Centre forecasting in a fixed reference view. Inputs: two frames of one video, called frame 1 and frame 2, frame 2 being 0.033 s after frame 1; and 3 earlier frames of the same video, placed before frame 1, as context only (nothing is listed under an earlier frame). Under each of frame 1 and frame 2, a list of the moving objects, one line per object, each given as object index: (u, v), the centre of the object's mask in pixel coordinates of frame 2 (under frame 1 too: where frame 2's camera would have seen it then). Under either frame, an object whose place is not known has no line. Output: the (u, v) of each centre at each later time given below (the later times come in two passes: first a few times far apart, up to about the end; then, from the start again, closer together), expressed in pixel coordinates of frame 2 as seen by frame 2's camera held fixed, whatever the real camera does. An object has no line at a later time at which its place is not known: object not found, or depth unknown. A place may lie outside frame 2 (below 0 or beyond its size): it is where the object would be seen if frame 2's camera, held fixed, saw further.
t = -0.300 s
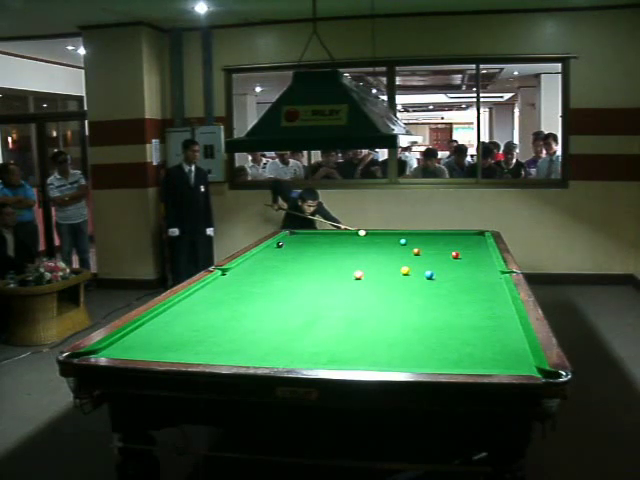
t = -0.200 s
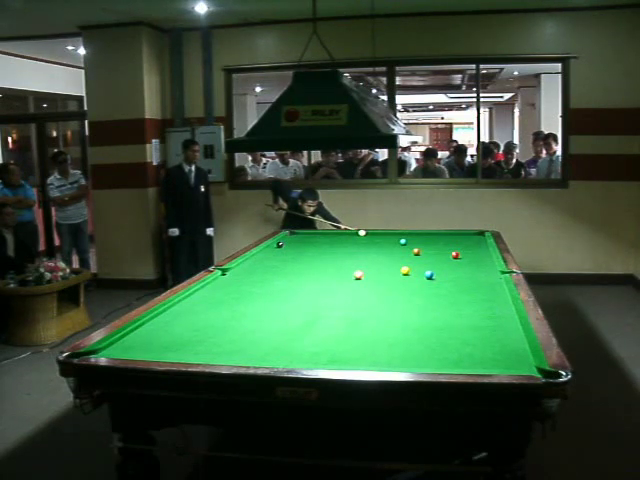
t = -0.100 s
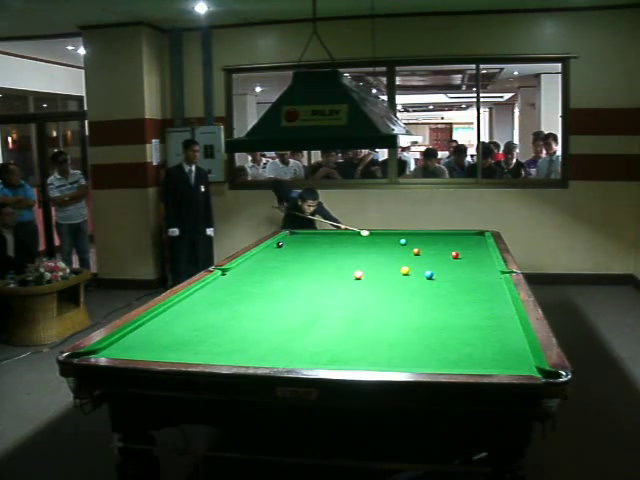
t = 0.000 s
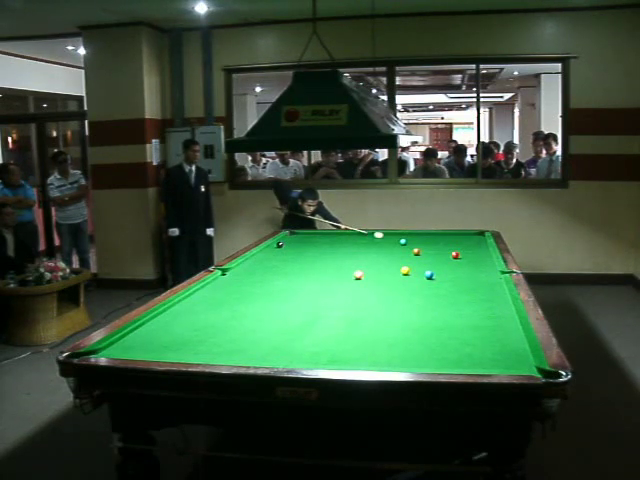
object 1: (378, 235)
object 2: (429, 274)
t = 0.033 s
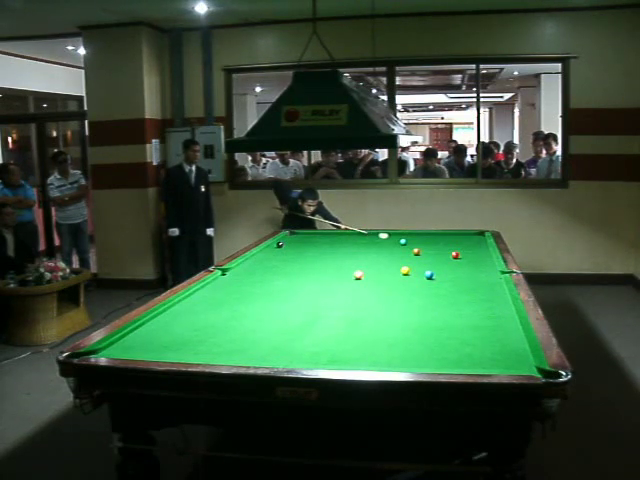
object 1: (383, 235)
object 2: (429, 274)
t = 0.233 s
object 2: (429, 274)
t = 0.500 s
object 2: (429, 274)
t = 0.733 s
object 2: (429, 274)
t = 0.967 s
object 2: (429, 274)
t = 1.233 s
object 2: (429, 274)
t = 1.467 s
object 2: (429, 274)
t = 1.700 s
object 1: (426, 270)
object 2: (429, 275)
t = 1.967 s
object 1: (408, 276)
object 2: (434, 276)
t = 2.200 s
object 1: (390, 279)
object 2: (438, 278)
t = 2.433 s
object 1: (372, 282)
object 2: (442, 279)
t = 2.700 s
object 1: (351, 285)
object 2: (446, 281)
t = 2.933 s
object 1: (333, 288)
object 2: (450, 282)
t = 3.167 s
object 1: (315, 291)
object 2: (453, 283)
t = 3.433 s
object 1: (295, 294)
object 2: (456, 283)
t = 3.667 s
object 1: (278, 297)
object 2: (458, 284)
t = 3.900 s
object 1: (261, 300)
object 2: (459, 284)
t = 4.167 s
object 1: (242, 303)
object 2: (460, 285)
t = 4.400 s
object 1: (227, 305)
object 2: (460, 285)
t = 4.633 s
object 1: (212, 307)
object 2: (460, 285)
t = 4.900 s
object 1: (196, 310)
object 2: (460, 285)
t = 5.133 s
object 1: (183, 312)
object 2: (460, 285)
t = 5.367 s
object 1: (171, 313)
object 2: (460, 285)
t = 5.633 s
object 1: (160, 315)
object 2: (460, 285)
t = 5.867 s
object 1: (161, 316)
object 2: (460, 285)
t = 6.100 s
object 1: (164, 318)
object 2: (460, 285)
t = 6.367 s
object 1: (165, 319)
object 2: (460, 285)
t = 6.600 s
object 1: (167, 319)
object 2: (460, 285)
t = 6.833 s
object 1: (167, 320)
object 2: (460, 285)
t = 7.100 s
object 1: (168, 320)
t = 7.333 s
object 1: (168, 320)
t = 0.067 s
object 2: (429, 274)
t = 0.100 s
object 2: (429, 274)
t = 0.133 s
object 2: (429, 274)
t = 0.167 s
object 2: (429, 274)
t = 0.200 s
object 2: (429, 274)
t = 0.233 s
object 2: (429, 274)
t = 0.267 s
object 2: (429, 274)
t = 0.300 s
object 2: (429, 274)
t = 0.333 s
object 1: (428, 242)
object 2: (429, 274)
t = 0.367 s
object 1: (434, 243)
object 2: (429, 274)
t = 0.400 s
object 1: (439, 243)
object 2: (429, 274)
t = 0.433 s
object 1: (445, 244)
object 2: (429, 274)
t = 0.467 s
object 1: (450, 245)
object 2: (429, 274)
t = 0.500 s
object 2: (429, 274)
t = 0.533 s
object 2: (429, 274)
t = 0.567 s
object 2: (429, 274)
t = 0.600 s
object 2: (429, 274)
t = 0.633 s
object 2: (429, 274)
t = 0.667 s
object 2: (429, 274)
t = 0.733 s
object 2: (429, 274)
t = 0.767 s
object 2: (429, 274)
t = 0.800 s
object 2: (429, 274)
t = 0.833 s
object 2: (429, 274)
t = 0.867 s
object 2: (429, 274)
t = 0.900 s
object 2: (429, 274)
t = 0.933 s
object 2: (429, 274)
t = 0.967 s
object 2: (429, 274)
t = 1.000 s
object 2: (429, 274)
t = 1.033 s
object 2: (429, 274)
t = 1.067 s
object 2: (429, 274)
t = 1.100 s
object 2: (429, 274)
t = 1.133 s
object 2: (429, 274)
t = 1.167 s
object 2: (429, 274)
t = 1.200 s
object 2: (429, 274)
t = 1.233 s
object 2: (429, 274)
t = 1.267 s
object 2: (429, 274)
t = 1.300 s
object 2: (429, 274)
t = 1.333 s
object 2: (429, 274)
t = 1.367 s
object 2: (429, 274)
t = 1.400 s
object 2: (429, 274)
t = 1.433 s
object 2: (429, 274)
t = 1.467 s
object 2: (429, 274)
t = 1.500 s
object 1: (437, 267)
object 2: (429, 274)
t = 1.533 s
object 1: (435, 268)
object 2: (429, 275)
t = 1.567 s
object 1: (434, 268)
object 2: (429, 275)
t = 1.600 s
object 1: (432, 269)
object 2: (429, 275)
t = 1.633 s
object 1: (431, 269)
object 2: (429, 275)
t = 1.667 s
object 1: (428, 269)
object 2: (429, 275)
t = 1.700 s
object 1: (426, 270)
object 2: (429, 275)
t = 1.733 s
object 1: (425, 271)
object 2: (429, 275)
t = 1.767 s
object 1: (423, 272)
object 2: (430, 275)
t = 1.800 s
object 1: (420, 273)
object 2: (430, 275)
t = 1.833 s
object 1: (419, 274)
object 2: (431, 275)
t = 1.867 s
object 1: (416, 274)
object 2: (432, 275)
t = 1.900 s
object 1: (413, 275)
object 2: (432, 276)
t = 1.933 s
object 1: (411, 276)
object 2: (433, 276)
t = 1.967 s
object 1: (408, 276)
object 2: (434, 276)
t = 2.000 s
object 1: (405, 276)
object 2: (434, 276)
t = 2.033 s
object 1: (402, 276)
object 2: (435, 276)
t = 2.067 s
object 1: (400, 277)
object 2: (436, 277)
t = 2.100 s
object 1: (397, 278)
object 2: (436, 277)
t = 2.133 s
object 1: (395, 278)
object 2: (437, 277)
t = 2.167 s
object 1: (392, 278)
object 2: (437, 277)
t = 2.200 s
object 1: (390, 279)
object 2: (438, 278)
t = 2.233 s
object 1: (387, 279)
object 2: (439, 278)
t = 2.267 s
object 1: (385, 280)
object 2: (439, 278)
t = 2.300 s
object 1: (382, 280)
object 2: (440, 278)
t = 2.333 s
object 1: (379, 281)
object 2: (440, 279)
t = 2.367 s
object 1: (377, 281)
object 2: (441, 279)
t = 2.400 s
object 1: (374, 281)
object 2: (442, 279)
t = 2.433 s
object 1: (372, 282)
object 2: (442, 279)
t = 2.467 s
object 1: (369, 283)
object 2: (443, 280)
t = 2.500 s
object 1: (367, 283)
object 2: (443, 280)
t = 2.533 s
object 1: (364, 283)
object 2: (444, 280)
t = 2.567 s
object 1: (362, 284)
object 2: (444, 280)
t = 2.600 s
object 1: (359, 284)
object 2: (445, 280)
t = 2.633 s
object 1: (357, 285)
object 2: (445, 280)
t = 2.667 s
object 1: (354, 285)
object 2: (446, 280)
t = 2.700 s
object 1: (351, 285)
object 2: (446, 281)
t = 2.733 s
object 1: (348, 286)
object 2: (447, 281)
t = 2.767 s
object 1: (346, 286)
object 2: (447, 281)
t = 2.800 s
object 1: (344, 286)
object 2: (448, 281)
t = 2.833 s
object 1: (341, 287)
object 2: (448, 281)
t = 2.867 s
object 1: (338, 287)
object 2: (449, 281)
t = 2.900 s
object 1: (336, 288)
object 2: (449, 282)
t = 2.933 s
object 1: (333, 288)
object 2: (450, 282)
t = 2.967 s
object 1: (330, 289)
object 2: (450, 282)
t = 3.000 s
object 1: (328, 289)
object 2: (451, 282)
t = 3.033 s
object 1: (325, 289)
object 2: (451, 282)
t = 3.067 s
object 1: (323, 290)
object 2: (452, 282)
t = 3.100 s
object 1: (320, 290)
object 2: (452, 282)
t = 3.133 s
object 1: (317, 291)
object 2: (452, 282)
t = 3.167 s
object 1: (315, 291)
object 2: (453, 283)
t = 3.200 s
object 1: (312, 292)
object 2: (453, 283)
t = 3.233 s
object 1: (310, 292)
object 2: (454, 283)
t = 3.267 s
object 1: (308, 292)
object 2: (454, 283)
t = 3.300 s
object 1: (305, 293)
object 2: (454, 283)
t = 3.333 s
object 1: (303, 293)
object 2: (455, 283)
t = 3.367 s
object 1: (300, 294)
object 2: (455, 283)
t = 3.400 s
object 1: (298, 294)
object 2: (456, 283)
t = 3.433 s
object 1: (295, 294)
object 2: (456, 283)
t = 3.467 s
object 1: (293, 295)
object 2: (456, 284)
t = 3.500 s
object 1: (290, 295)
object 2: (457, 284)
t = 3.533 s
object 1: (288, 296)
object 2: (457, 284)
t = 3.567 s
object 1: (286, 296)
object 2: (457, 284)
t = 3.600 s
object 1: (283, 297)
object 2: (458, 284)
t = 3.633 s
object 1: (280, 297)
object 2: (458, 284)
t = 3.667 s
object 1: (278, 297)
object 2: (458, 284)
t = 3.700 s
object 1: (276, 297)
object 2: (459, 284)
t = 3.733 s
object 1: (273, 298)
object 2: (459, 284)
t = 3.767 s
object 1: (271, 298)
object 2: (459, 284)
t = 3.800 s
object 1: (268, 299)
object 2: (459, 284)
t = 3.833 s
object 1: (266, 299)
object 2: (459, 284)
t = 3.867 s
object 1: (264, 300)
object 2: (459, 284)
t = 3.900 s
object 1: (261, 300)
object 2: (459, 284)
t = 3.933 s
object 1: (259, 300)
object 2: (459, 284)
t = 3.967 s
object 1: (256, 301)
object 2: (459, 284)
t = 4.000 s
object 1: (254, 301)
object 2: (460, 284)
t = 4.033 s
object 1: (252, 301)
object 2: (460, 285)
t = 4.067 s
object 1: (249, 302)
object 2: (460, 285)
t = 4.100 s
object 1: (247, 302)
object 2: (460, 285)
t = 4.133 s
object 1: (245, 302)
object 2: (460, 285)
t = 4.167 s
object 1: (242, 303)
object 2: (460, 285)
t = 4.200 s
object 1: (240, 303)
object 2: (460, 285)
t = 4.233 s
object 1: (238, 303)
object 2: (460, 285)
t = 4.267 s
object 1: (236, 304)
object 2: (460, 285)
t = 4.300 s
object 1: (233, 304)
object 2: (460, 285)
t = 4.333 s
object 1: (231, 304)
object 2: (460, 285)
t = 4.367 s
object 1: (229, 305)
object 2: (460, 285)
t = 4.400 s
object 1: (227, 305)
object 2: (460, 285)
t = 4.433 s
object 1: (225, 305)
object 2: (460, 285)
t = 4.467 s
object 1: (223, 306)
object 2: (460, 285)
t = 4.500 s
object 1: (221, 306)
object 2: (460, 285)
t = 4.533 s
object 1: (219, 306)
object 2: (460, 285)
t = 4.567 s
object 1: (216, 306)
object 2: (460, 285)
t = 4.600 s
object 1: (214, 307)
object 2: (460, 285)
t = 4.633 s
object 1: (212, 307)
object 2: (460, 285)
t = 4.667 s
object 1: (211, 307)
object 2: (460, 285)
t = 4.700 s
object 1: (208, 308)
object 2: (460, 285)
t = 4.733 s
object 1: (206, 308)
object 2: (460, 285)
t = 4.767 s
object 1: (204, 308)
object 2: (460, 285)
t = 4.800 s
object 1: (202, 309)
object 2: (460, 285)
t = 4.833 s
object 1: (200, 309)
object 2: (460, 285)
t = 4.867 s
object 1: (198, 309)
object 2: (460, 285)
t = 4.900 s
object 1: (196, 310)
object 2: (460, 285)
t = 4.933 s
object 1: (194, 310)
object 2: (460, 285)
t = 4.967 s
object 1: (193, 310)
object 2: (460, 285)
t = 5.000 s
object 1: (191, 310)
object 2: (460, 285)
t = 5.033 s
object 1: (189, 310)
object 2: (460, 285)
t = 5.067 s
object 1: (187, 311)
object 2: (460, 285)
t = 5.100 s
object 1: (185, 311)
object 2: (460, 285)
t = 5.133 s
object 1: (183, 312)
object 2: (460, 285)
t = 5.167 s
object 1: (181, 312)
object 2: (460, 285)
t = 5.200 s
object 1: (180, 312)
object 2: (460, 285)
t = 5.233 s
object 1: (178, 312)
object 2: (460, 285)
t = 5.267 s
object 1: (176, 313)
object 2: (460, 285)
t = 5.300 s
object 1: (174, 313)
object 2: (460, 285)
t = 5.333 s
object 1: (172, 313)
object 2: (460, 285)
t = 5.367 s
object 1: (171, 313)
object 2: (460, 285)
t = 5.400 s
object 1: (169, 313)
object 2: (460, 285)
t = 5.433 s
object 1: (167, 314)
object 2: (460, 285)
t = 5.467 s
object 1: (166, 314)
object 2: (460, 285)
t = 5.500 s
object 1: (164, 314)
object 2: (460, 285)
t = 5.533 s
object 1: (163, 314)
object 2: (460, 285)
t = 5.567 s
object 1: (161, 315)
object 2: (460, 285)
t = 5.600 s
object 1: (160, 315)
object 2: (460, 285)
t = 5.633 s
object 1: (160, 315)
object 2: (460, 285)
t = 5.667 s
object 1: (160, 315)
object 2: (460, 285)
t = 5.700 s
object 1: (160, 315)
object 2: (460, 285)
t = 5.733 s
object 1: (160, 316)
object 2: (460, 285)
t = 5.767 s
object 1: (160, 316)
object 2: (460, 285)
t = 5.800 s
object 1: (161, 316)
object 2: (460, 285)
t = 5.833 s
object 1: (161, 316)
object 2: (460, 285)
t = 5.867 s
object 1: (161, 316)
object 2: (460, 285)
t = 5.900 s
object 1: (162, 317)
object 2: (460, 285)
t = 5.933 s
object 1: (162, 317)
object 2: (460, 285)
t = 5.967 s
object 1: (162, 317)
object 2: (460, 285)
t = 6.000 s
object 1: (163, 317)
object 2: (460, 285)
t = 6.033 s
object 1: (163, 317)
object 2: (460, 285)
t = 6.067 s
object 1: (163, 317)
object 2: (460, 285)
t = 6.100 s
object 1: (164, 318)
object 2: (460, 285)
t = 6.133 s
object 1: (164, 318)
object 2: (460, 285)
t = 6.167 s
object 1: (164, 318)
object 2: (460, 285)
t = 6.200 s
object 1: (164, 318)
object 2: (460, 285)
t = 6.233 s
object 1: (164, 318)
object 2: (460, 285)
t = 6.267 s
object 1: (165, 318)
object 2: (460, 285)
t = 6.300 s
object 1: (165, 318)
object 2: (460, 285)
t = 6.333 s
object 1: (165, 319)
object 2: (460, 285)
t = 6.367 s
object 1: (165, 319)
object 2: (460, 285)
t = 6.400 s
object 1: (166, 319)
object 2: (460, 285)
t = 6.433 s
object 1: (165, 319)
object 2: (460, 285)
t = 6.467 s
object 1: (166, 319)
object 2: (460, 285)
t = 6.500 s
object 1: (166, 319)
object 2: (460, 285)
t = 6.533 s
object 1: (166, 319)
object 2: (460, 285)
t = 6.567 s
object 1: (166, 319)
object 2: (460, 285)
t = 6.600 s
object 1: (167, 319)
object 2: (460, 285)
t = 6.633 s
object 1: (167, 320)
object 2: (460, 285)
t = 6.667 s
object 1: (167, 320)
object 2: (460, 285)
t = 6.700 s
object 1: (167, 320)
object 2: (460, 285)
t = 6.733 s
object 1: (167, 320)
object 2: (460, 285)
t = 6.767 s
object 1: (167, 320)
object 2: (460, 285)
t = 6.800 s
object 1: (167, 320)
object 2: (460, 285)
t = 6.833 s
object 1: (167, 320)
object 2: (460, 285)
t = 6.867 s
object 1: (168, 320)
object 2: (460, 285)
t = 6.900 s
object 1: (168, 320)
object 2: (460, 285)
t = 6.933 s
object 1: (168, 320)
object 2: (460, 285)
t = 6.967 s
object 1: (168, 320)
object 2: (459, 284)
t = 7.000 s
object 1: (168, 320)
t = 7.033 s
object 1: (168, 320)
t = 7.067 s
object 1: (168, 320)
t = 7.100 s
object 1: (168, 320)
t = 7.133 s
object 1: (168, 320)
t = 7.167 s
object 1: (168, 320)
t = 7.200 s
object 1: (168, 320)
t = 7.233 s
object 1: (168, 320)
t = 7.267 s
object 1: (168, 320)
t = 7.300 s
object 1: (168, 320)
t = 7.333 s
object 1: (168, 320)
